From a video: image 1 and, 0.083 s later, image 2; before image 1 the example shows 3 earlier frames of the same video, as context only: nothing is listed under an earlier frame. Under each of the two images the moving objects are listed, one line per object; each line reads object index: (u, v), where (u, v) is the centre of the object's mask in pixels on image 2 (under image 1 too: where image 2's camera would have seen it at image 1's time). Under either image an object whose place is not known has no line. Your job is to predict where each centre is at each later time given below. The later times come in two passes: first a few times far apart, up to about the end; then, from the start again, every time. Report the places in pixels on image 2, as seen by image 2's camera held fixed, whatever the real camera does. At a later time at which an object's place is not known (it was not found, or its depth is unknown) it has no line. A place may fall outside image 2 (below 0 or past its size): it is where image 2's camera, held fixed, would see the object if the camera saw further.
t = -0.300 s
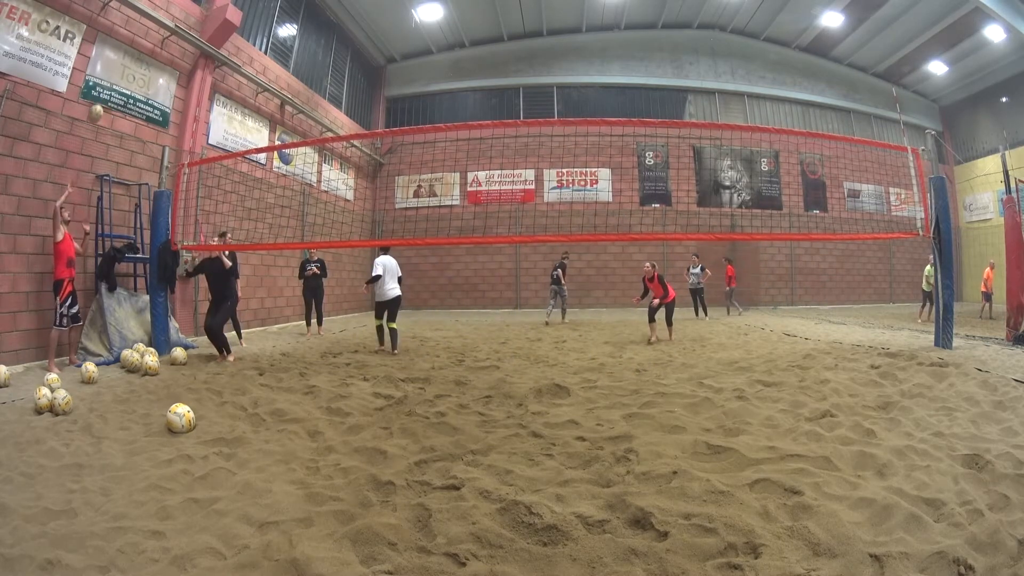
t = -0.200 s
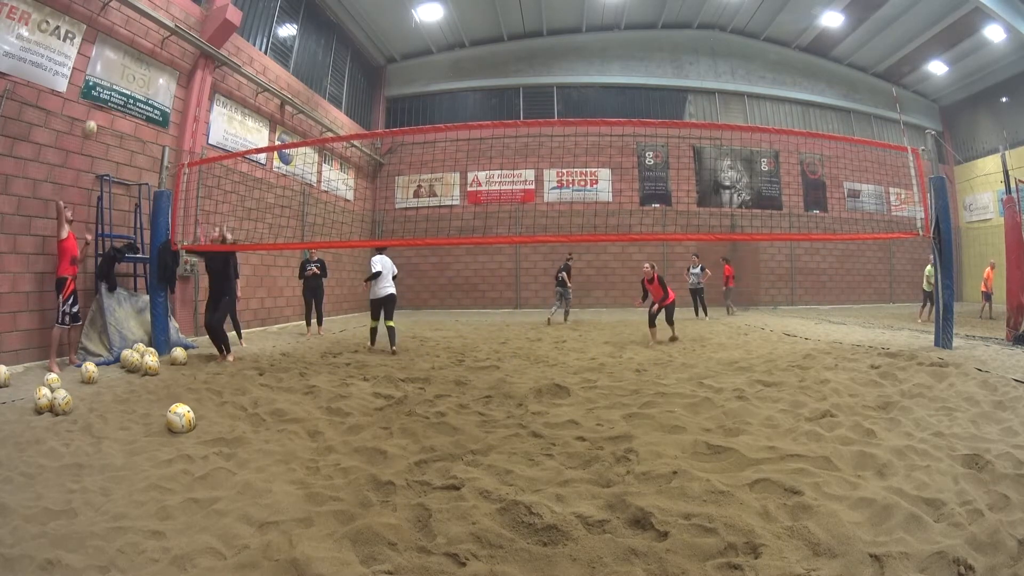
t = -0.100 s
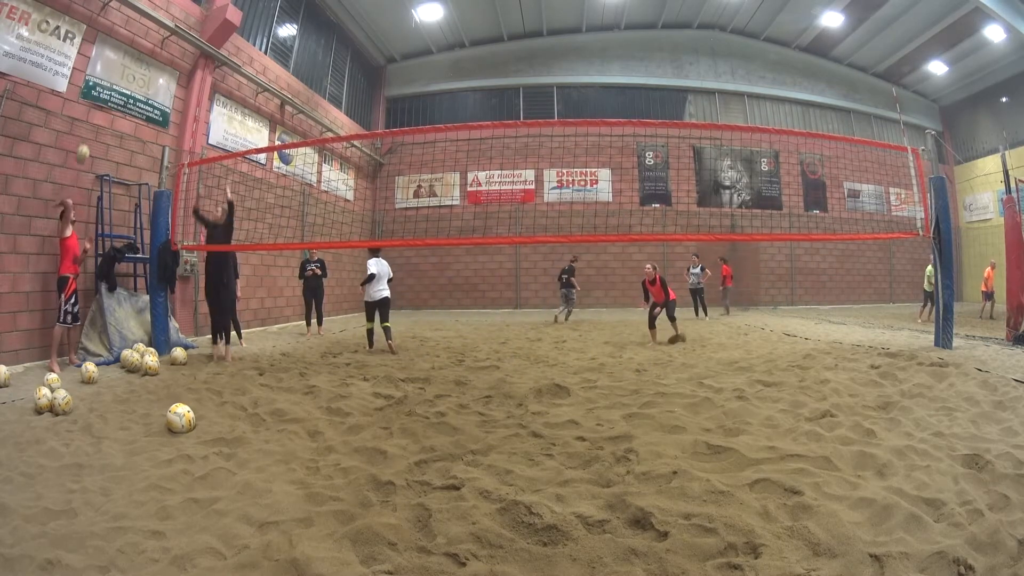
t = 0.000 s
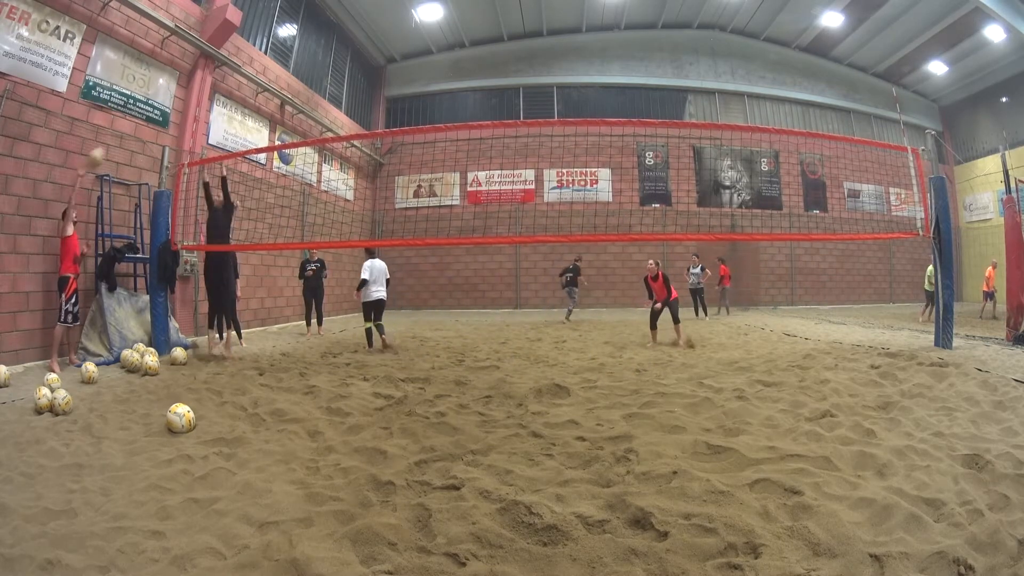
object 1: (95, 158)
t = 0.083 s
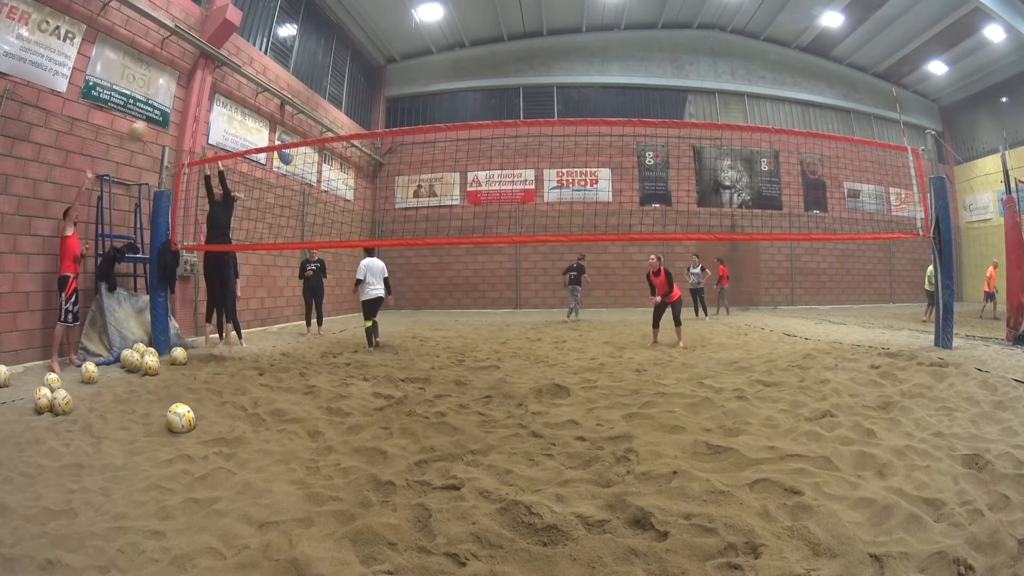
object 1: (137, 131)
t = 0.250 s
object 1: (232, 96)
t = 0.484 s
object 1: (386, 101)
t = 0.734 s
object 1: (561, 181)
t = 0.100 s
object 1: (145, 127)
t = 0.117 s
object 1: (154, 122)
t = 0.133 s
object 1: (163, 118)
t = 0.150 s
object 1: (173, 114)
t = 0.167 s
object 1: (182, 110)
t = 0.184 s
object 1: (191, 107)
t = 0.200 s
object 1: (202, 104)
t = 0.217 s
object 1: (212, 101)
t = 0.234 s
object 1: (222, 98)
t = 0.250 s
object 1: (232, 96)
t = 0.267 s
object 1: (246, 91)
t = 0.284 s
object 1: (252, 92)
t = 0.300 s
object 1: (263, 92)
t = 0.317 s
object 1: (274, 92)
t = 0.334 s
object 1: (286, 91)
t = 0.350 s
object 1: (296, 91)
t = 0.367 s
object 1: (306, 91)
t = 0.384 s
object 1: (317, 91)
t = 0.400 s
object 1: (329, 92)
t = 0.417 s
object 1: (340, 92)
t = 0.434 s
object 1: (353, 94)
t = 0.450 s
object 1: (362, 96)
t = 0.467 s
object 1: (374, 99)
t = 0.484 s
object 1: (386, 101)
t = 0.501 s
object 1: (398, 105)
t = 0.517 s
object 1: (409, 108)
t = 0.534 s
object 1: (422, 111)
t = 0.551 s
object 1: (433, 115)
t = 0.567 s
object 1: (444, 116)
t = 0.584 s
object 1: (455, 119)
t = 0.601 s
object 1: (465, 121)
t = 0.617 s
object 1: (481, 137)
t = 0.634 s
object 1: (493, 138)
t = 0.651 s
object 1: (503, 144)
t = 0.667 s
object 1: (515, 150)
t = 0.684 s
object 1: (526, 159)
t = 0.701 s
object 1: (538, 166)
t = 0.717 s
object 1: (550, 173)
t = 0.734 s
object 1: (561, 181)
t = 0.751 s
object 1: (571, 190)
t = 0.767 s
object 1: (585, 200)
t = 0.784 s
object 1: (595, 205)
